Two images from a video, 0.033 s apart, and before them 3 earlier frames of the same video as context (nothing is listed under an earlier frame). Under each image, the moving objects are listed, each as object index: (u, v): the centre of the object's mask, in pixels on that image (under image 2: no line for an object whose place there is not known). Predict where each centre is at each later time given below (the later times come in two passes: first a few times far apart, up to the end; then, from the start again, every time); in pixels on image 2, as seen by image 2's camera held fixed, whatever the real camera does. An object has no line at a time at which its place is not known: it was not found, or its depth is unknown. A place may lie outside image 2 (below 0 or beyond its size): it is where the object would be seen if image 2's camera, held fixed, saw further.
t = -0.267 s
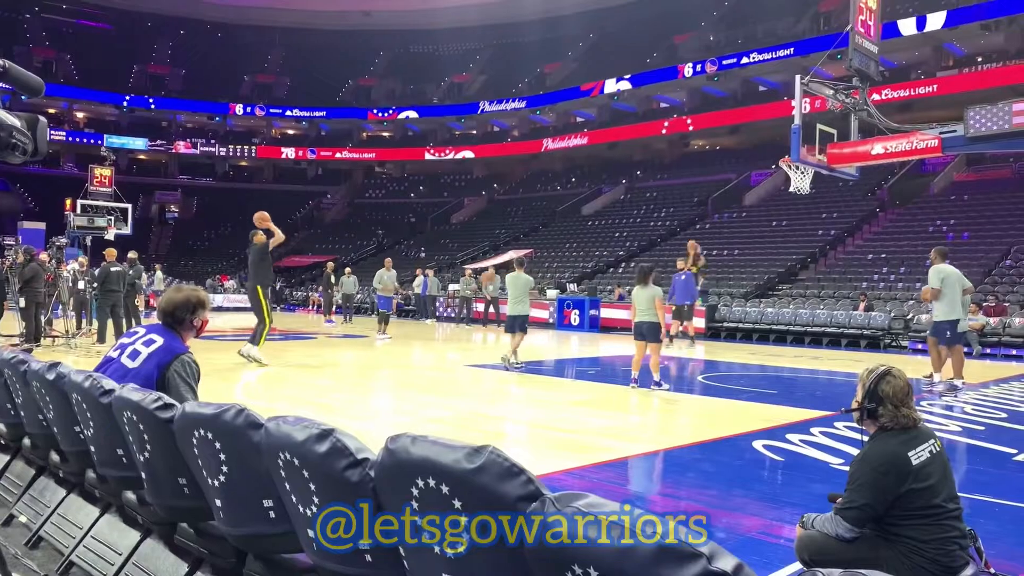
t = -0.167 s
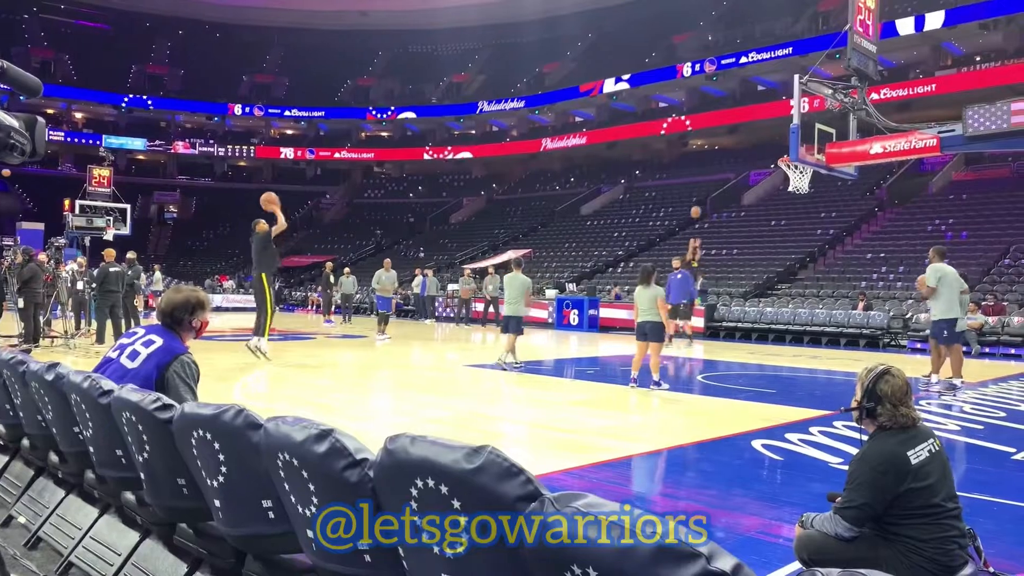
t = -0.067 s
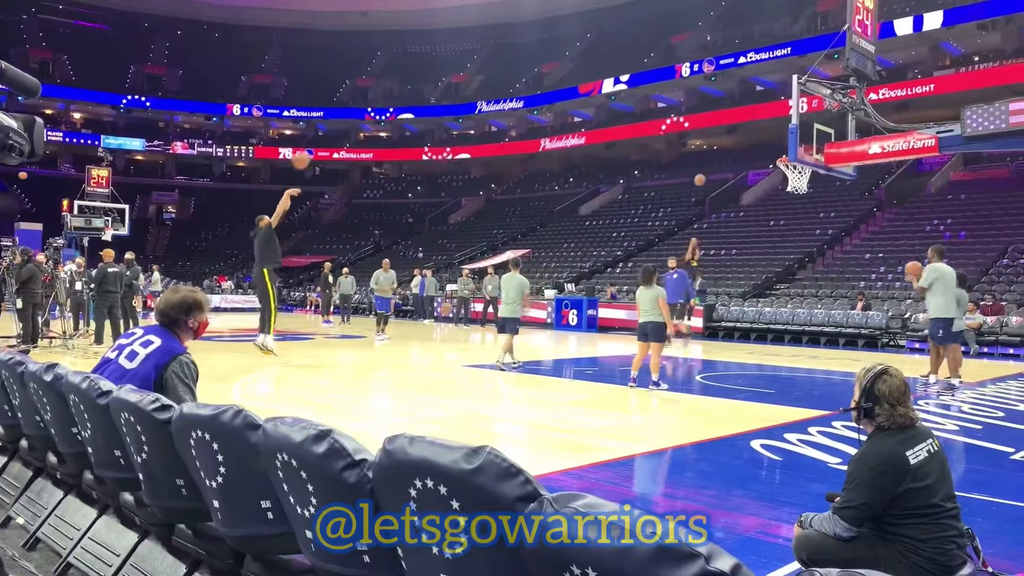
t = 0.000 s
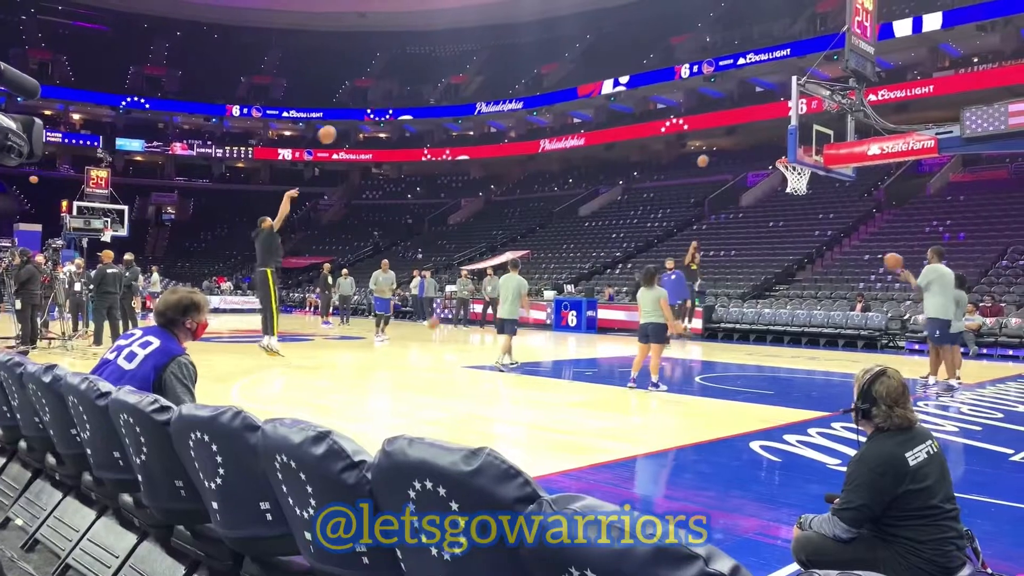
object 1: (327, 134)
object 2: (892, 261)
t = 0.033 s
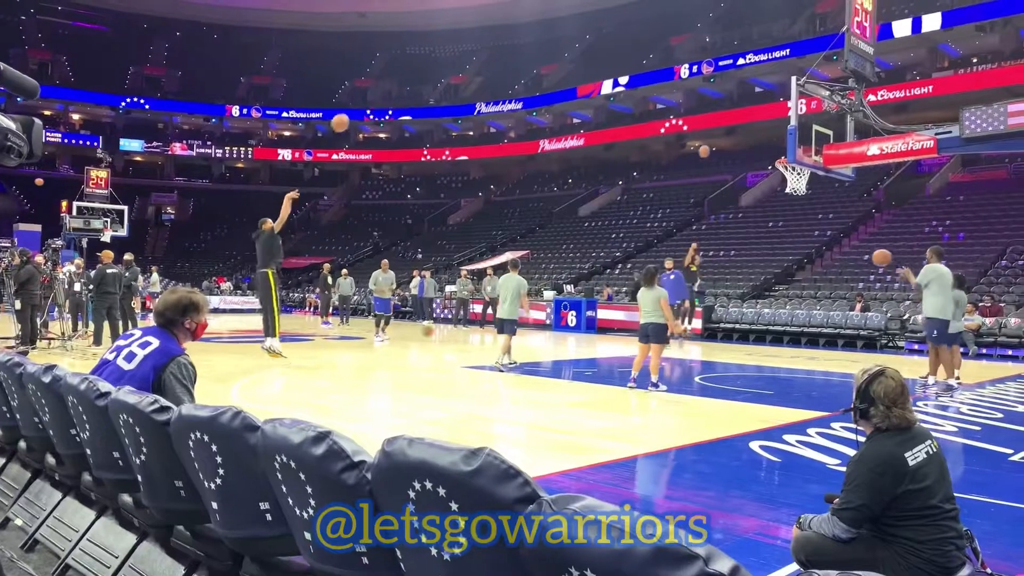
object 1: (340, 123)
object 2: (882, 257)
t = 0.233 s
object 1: (420, 66)
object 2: (825, 253)
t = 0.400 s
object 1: (486, 39)
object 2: (786, 266)
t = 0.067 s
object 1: (354, 111)
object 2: (872, 255)
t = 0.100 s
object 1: (367, 101)
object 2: (861, 253)
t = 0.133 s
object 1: (380, 91)
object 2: (852, 252)
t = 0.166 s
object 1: (394, 82)
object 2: (843, 251)
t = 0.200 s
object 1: (407, 74)
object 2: (834, 252)
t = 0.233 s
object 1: (420, 66)
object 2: (825, 253)
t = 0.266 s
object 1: (434, 59)
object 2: (817, 254)
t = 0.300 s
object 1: (446, 53)
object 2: (809, 256)
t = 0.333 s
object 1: (460, 47)
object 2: (801, 259)
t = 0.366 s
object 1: (473, 43)
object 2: (793, 262)
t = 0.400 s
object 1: (486, 39)
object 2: (786, 266)
